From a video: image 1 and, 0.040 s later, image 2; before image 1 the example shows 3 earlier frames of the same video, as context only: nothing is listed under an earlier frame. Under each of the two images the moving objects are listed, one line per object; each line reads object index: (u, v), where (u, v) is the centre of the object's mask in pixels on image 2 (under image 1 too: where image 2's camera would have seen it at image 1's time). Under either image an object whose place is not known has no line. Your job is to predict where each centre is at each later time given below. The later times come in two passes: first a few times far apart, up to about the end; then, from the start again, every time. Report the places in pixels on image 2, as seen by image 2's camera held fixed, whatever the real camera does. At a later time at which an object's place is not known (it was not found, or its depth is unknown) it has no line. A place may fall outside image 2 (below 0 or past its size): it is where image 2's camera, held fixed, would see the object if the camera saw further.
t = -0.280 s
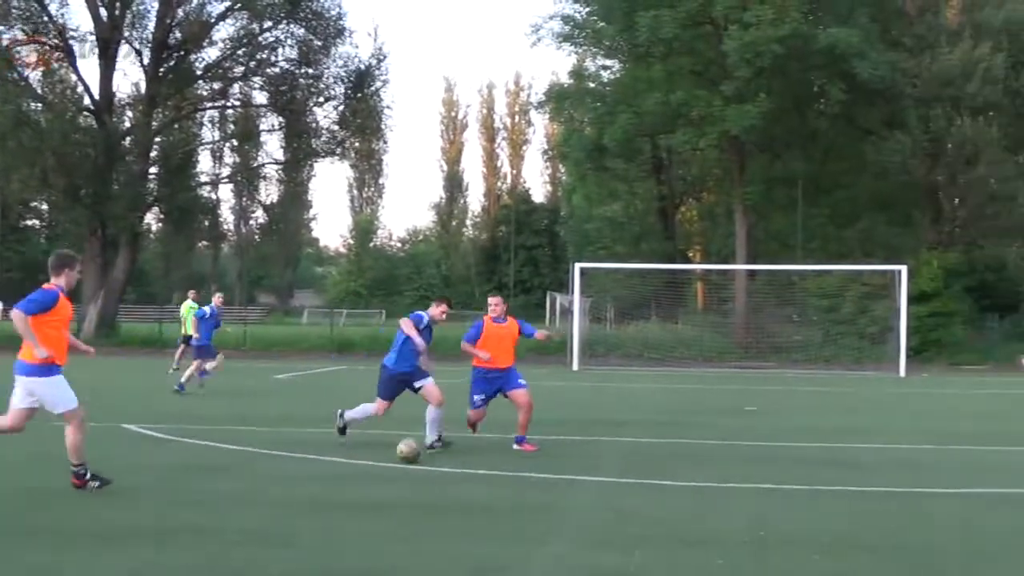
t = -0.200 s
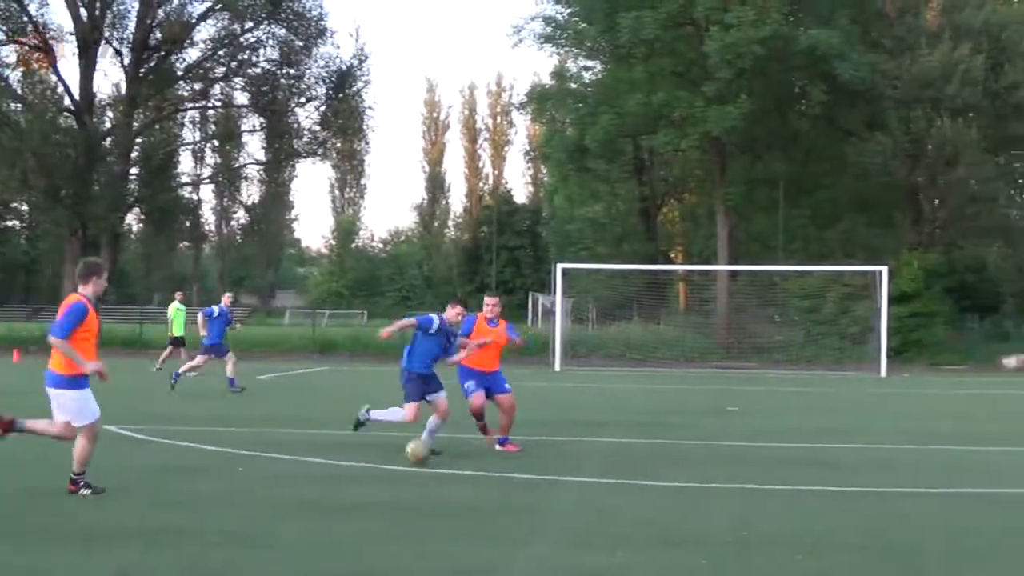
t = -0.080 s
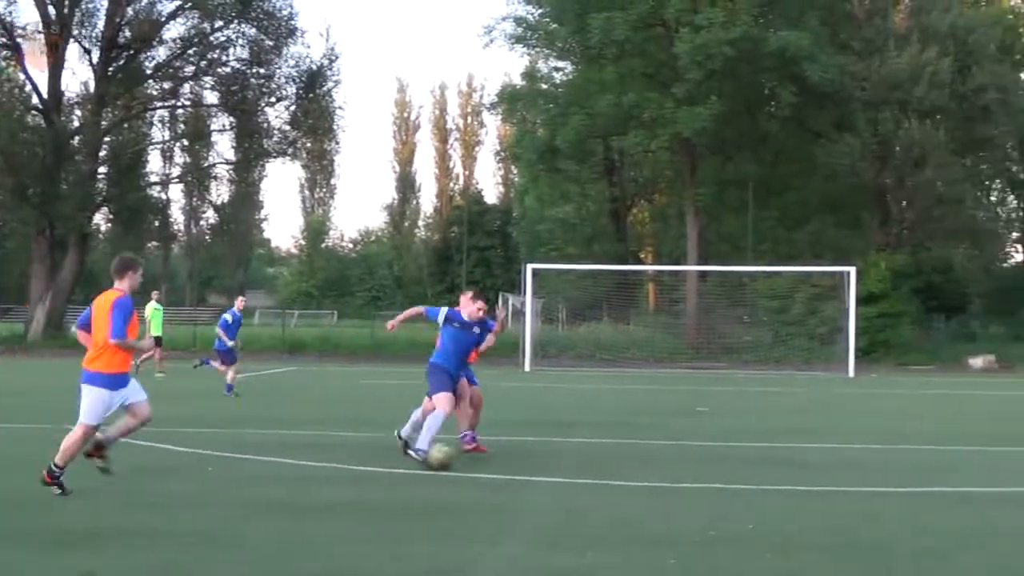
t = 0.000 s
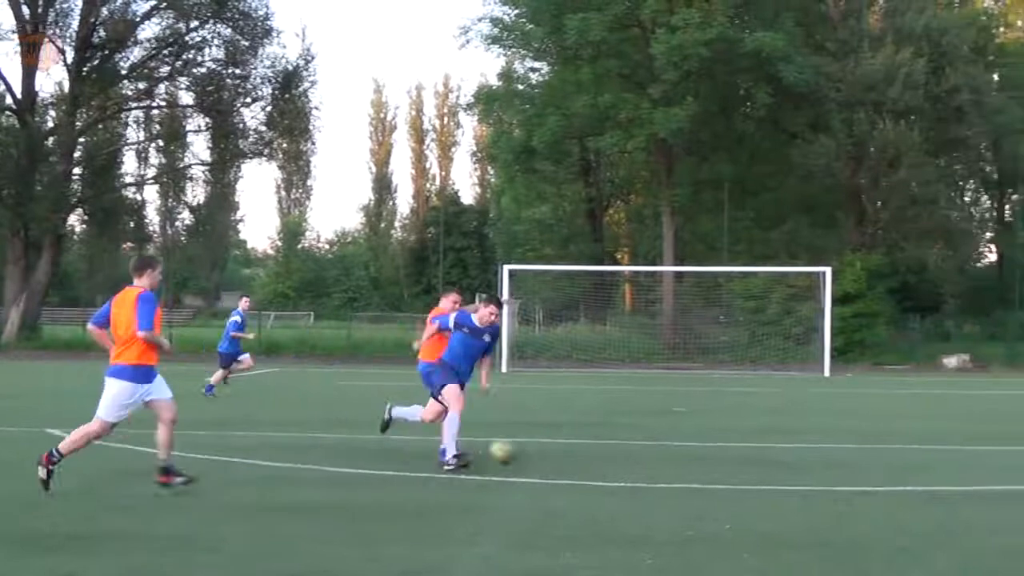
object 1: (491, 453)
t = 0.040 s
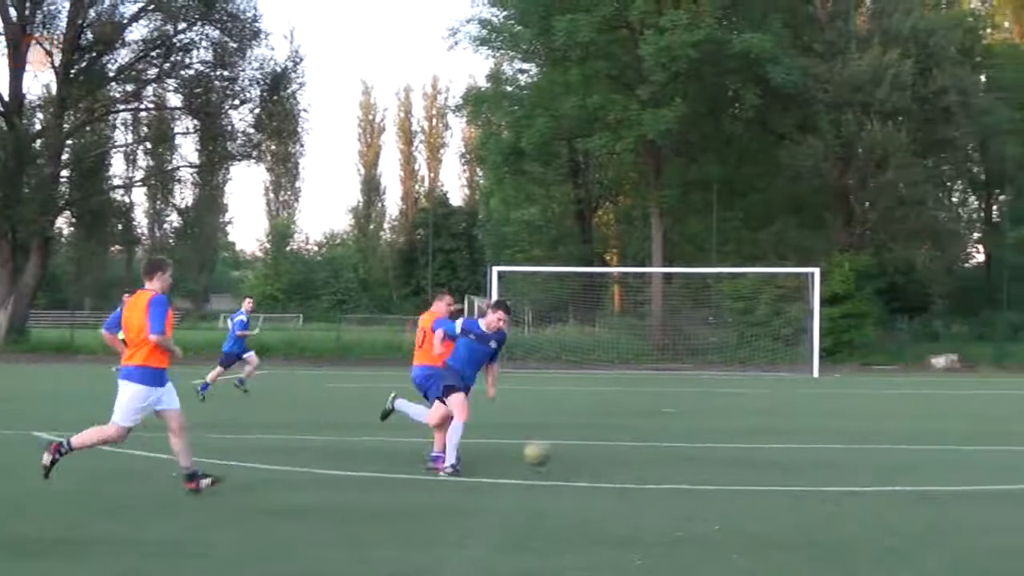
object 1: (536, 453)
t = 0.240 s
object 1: (767, 478)
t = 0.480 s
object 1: (1012, 482)
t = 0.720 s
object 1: (1250, 499)
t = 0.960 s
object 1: (1480, 512)
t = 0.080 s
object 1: (583, 454)
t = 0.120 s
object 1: (626, 457)
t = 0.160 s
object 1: (672, 462)
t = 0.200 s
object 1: (718, 470)
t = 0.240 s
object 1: (767, 478)
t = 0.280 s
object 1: (807, 476)
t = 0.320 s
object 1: (847, 472)
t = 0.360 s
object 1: (886, 471)
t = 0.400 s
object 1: (929, 472)
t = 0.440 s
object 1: (970, 476)
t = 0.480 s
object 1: (1012, 482)
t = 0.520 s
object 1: (1055, 488)
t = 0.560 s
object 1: (1094, 486)
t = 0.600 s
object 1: (1131, 485)
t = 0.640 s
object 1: (1170, 488)
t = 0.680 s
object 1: (1209, 492)
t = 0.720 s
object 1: (1250, 499)
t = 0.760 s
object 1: (1287, 499)
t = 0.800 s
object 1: (1323, 502)
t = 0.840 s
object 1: (1361, 506)
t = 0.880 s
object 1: (1400, 508)
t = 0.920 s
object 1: (1440, 510)
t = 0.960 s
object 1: (1480, 512)
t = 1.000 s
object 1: (1521, 515)
